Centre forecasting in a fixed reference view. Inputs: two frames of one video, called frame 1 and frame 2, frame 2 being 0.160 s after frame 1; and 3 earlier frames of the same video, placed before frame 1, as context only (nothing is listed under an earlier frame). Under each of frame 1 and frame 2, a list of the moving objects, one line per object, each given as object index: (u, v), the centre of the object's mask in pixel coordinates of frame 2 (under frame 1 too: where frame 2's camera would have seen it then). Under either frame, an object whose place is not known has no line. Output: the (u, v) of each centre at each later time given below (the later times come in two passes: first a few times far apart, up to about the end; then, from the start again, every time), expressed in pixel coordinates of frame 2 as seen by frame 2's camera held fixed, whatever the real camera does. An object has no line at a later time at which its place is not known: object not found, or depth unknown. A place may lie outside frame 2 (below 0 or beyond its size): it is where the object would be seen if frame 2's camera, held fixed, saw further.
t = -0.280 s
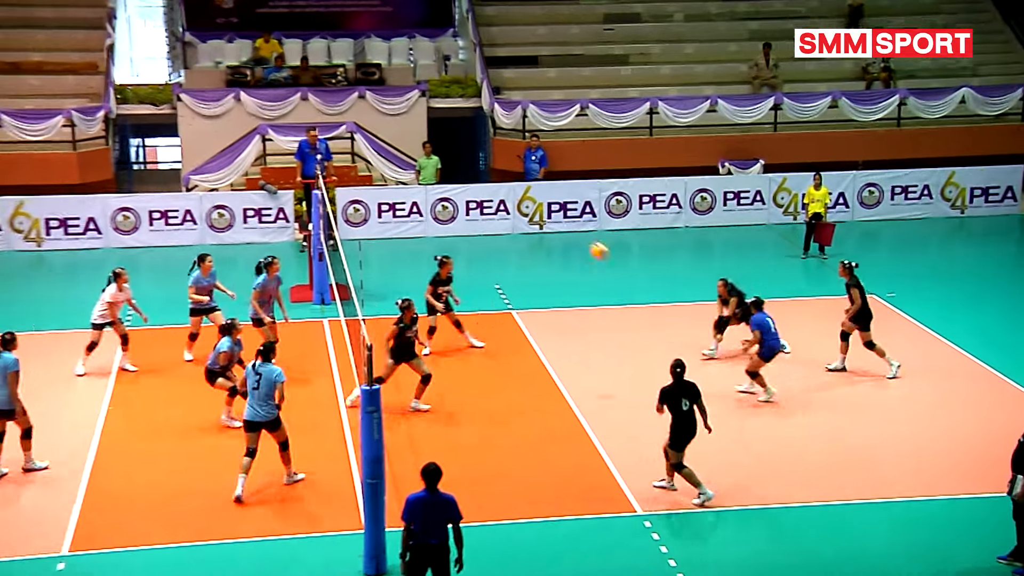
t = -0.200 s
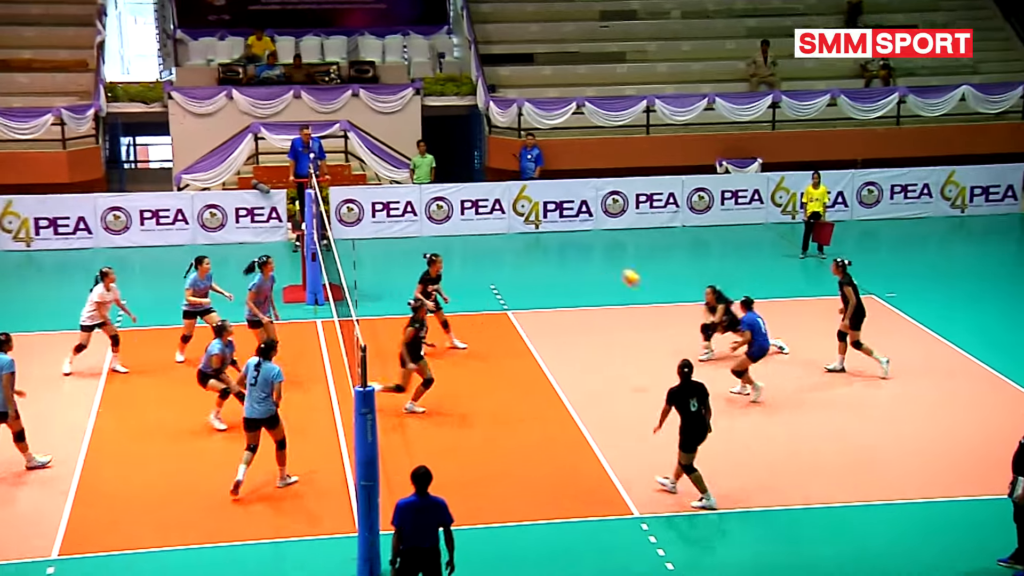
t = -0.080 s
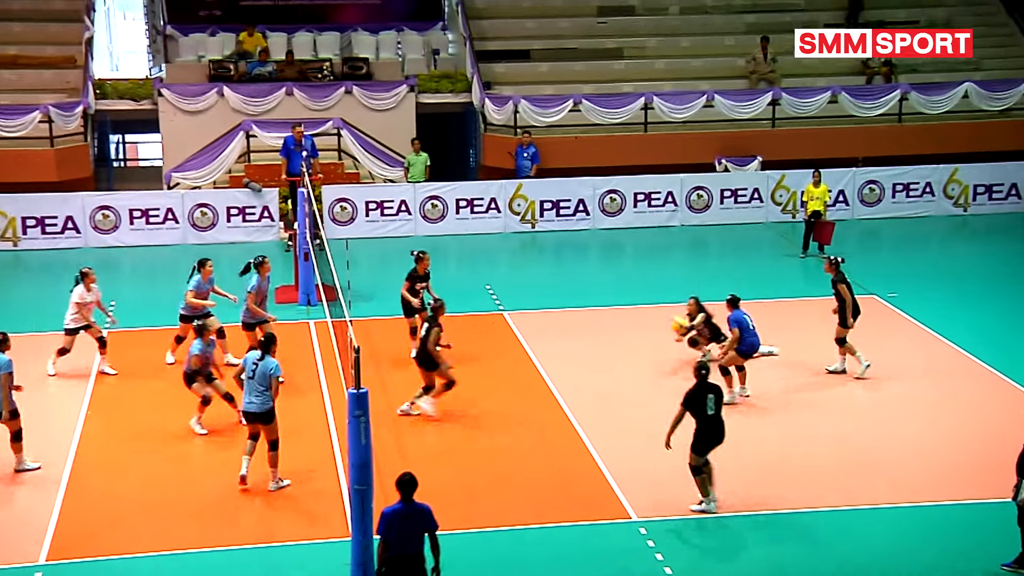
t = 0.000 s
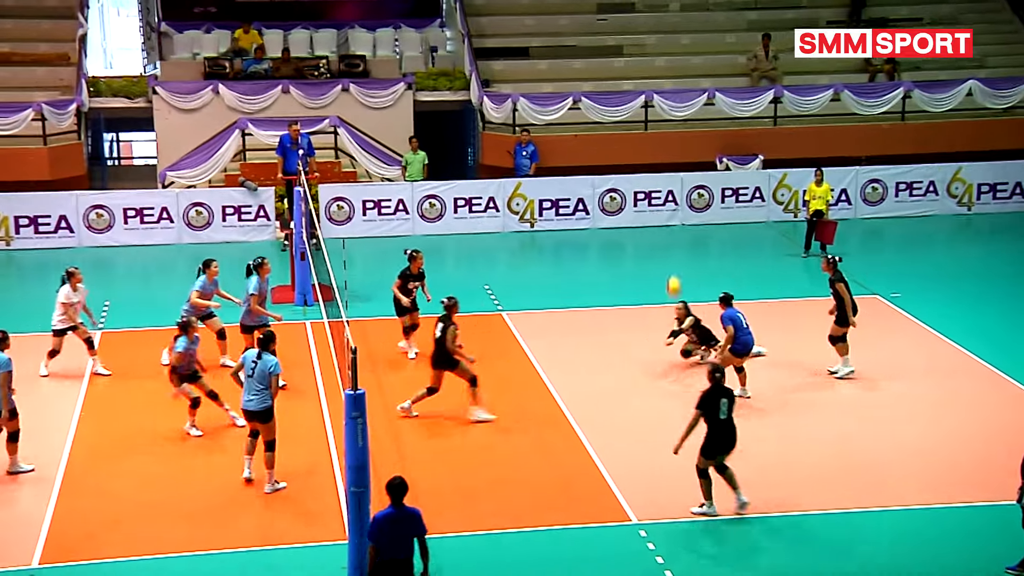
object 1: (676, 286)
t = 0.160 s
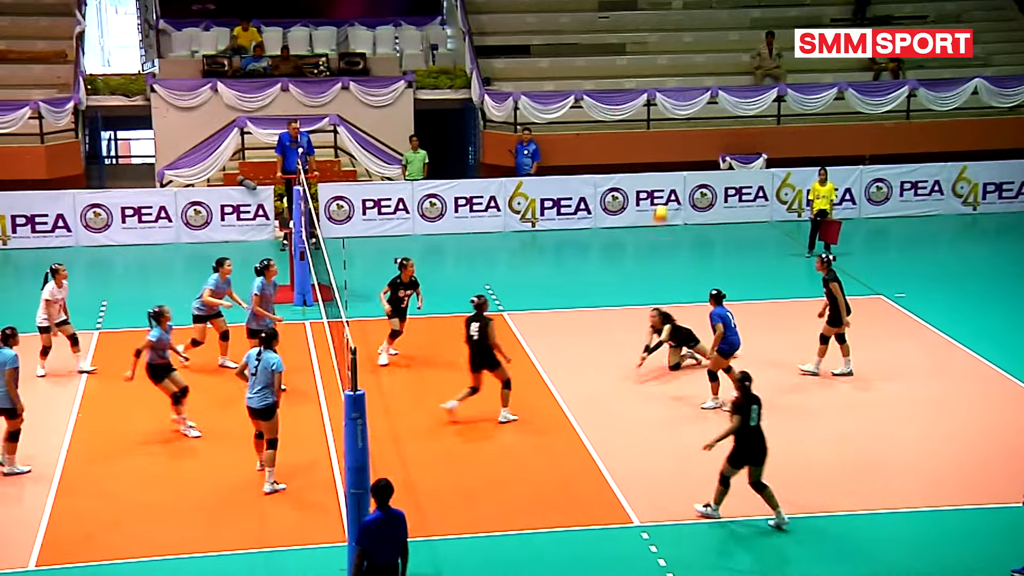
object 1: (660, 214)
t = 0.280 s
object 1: (648, 171)
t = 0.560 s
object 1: (623, 113)
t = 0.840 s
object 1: (597, 112)
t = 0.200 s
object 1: (655, 198)
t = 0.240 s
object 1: (652, 185)
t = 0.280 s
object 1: (648, 171)
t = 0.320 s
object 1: (645, 161)
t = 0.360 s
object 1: (641, 149)
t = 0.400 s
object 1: (637, 140)
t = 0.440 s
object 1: (634, 130)
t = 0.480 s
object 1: (630, 124)
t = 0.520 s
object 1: (627, 118)
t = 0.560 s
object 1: (623, 113)
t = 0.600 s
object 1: (620, 109)
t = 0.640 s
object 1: (616, 107)
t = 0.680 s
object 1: (612, 105)
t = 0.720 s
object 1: (608, 106)
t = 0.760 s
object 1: (605, 106)
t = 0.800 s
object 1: (601, 109)
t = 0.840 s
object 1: (597, 112)
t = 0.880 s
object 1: (594, 117)
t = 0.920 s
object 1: (590, 122)
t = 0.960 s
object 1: (586, 129)
